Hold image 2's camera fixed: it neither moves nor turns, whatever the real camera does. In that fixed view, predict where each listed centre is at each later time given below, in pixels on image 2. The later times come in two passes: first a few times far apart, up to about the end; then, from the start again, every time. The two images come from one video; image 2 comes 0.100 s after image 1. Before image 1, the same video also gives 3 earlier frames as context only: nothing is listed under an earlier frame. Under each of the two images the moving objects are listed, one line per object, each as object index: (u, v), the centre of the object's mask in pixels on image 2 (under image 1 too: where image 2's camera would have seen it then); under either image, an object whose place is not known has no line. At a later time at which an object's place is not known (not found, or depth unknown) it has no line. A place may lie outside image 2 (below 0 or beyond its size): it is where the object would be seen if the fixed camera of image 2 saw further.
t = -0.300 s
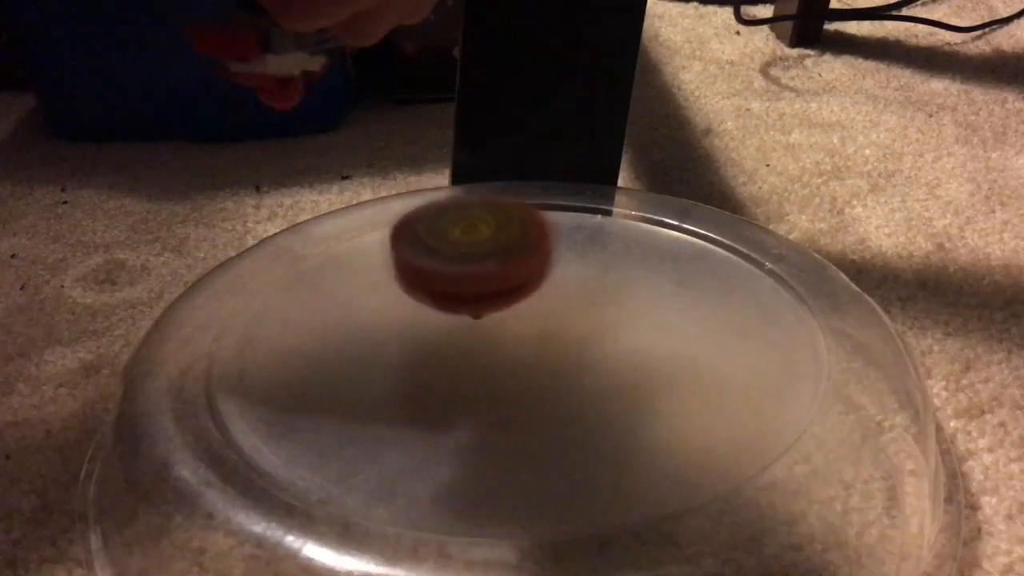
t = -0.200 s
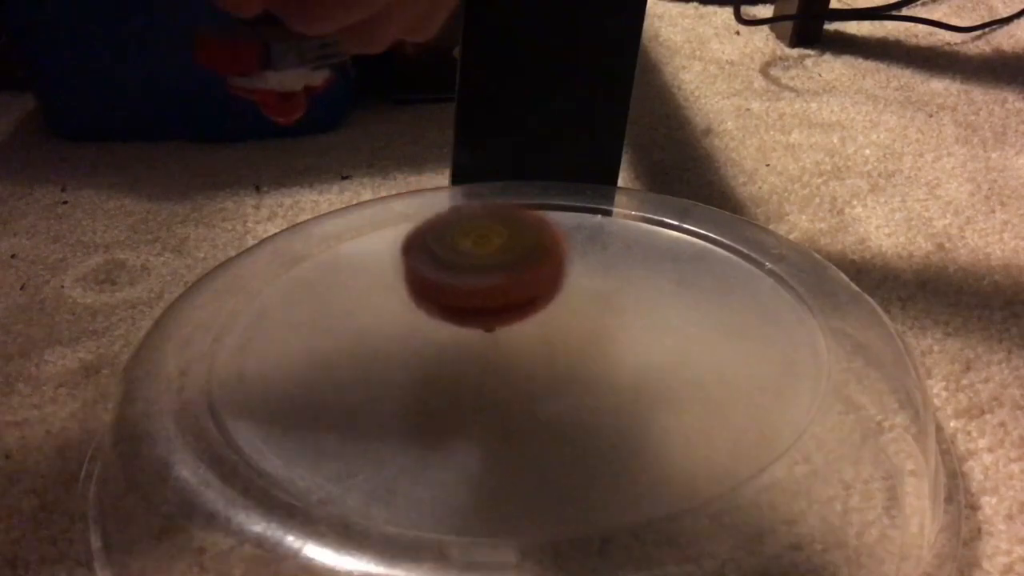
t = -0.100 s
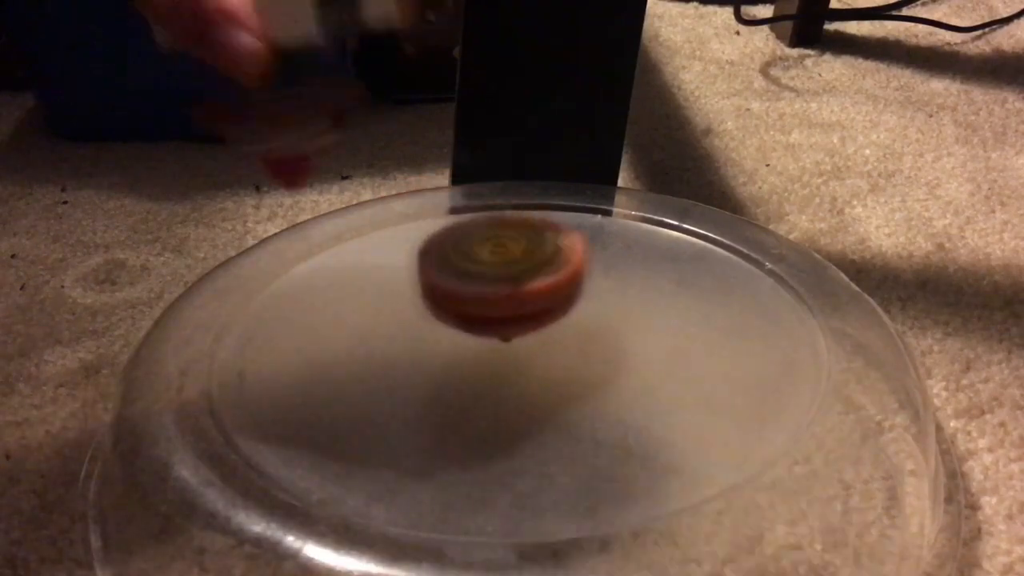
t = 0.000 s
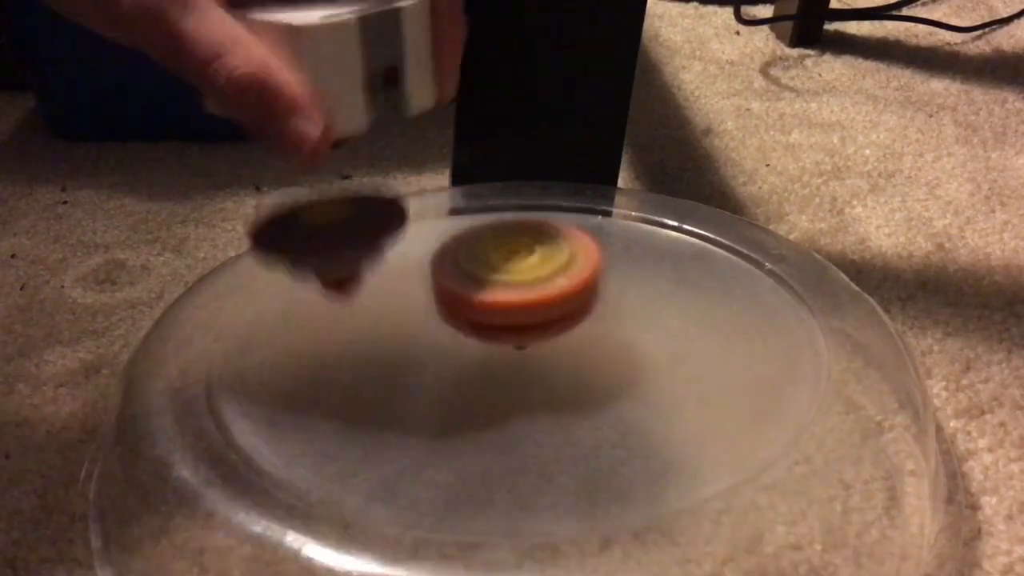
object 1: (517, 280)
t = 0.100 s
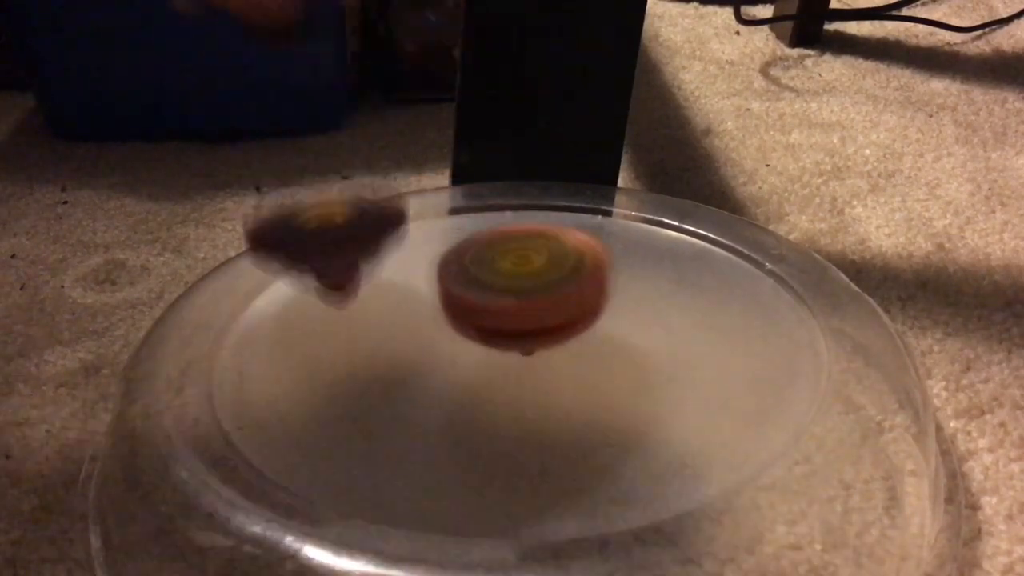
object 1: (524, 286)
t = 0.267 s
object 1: (526, 291)
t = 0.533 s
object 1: (515, 292)
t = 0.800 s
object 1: (460, 287)
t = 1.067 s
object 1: (170, 108)
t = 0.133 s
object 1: (524, 286)
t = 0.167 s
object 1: (525, 287)
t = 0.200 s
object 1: (525, 288)
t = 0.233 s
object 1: (526, 290)
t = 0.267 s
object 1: (526, 291)
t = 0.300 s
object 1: (526, 291)
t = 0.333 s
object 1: (525, 291)
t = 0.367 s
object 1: (523, 292)
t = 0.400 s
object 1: (521, 293)
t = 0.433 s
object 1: (520, 293)
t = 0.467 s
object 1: (518, 293)
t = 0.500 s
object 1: (516, 292)
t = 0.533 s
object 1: (515, 292)
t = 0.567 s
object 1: (512, 292)
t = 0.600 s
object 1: (509, 291)
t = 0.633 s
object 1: (504, 290)
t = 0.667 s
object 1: (498, 290)
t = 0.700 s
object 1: (490, 289)
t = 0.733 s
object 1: (481, 288)
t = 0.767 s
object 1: (471, 287)
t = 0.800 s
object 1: (460, 287)
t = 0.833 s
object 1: (450, 288)
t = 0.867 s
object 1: (440, 288)
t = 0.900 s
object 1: (431, 289)
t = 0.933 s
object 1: (423, 290)
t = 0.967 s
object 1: (416, 291)
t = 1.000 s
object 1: (365, 261)
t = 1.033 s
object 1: (246, 167)
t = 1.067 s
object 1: (170, 108)
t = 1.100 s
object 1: (107, 79)
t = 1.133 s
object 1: (63, 71)
